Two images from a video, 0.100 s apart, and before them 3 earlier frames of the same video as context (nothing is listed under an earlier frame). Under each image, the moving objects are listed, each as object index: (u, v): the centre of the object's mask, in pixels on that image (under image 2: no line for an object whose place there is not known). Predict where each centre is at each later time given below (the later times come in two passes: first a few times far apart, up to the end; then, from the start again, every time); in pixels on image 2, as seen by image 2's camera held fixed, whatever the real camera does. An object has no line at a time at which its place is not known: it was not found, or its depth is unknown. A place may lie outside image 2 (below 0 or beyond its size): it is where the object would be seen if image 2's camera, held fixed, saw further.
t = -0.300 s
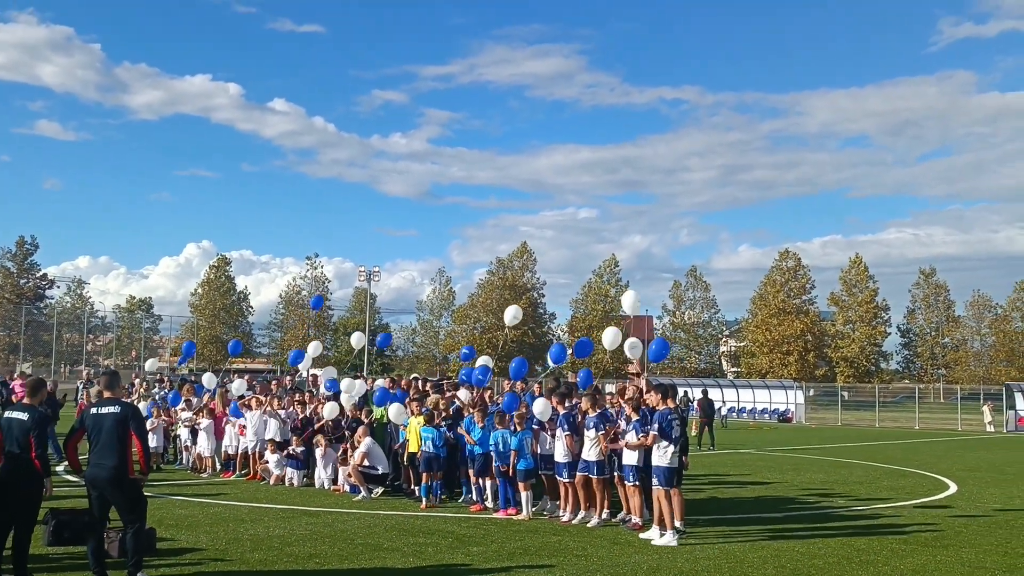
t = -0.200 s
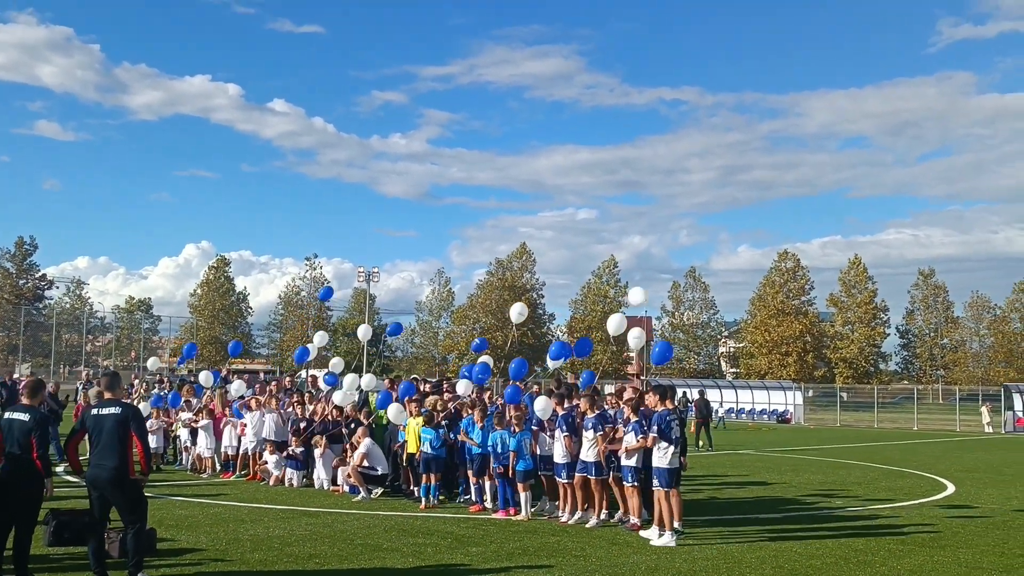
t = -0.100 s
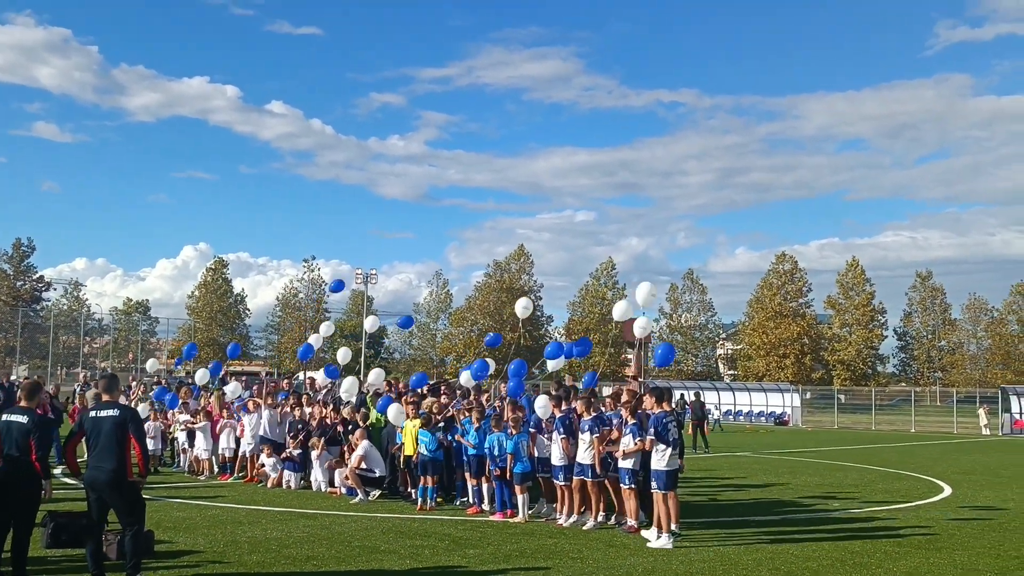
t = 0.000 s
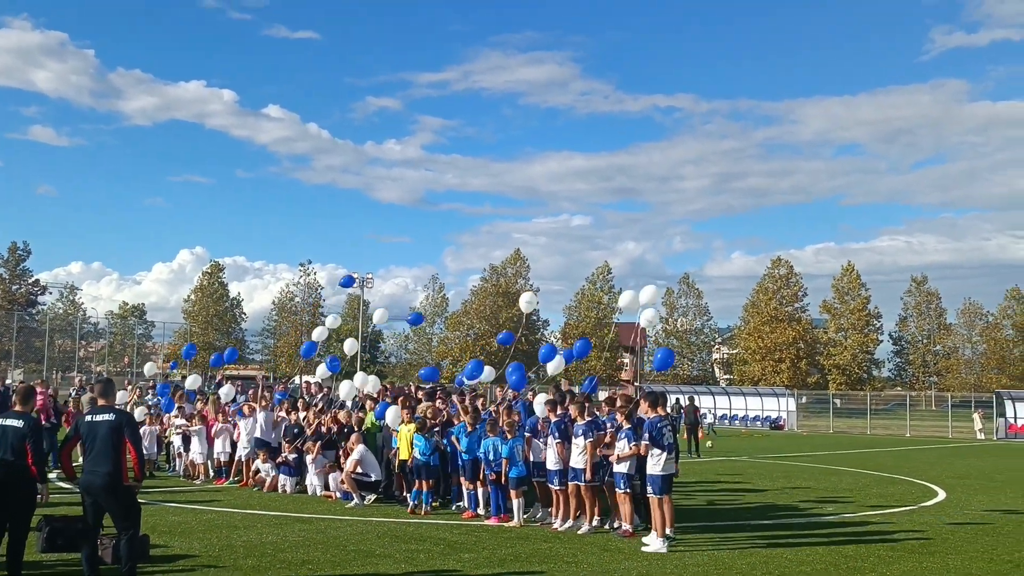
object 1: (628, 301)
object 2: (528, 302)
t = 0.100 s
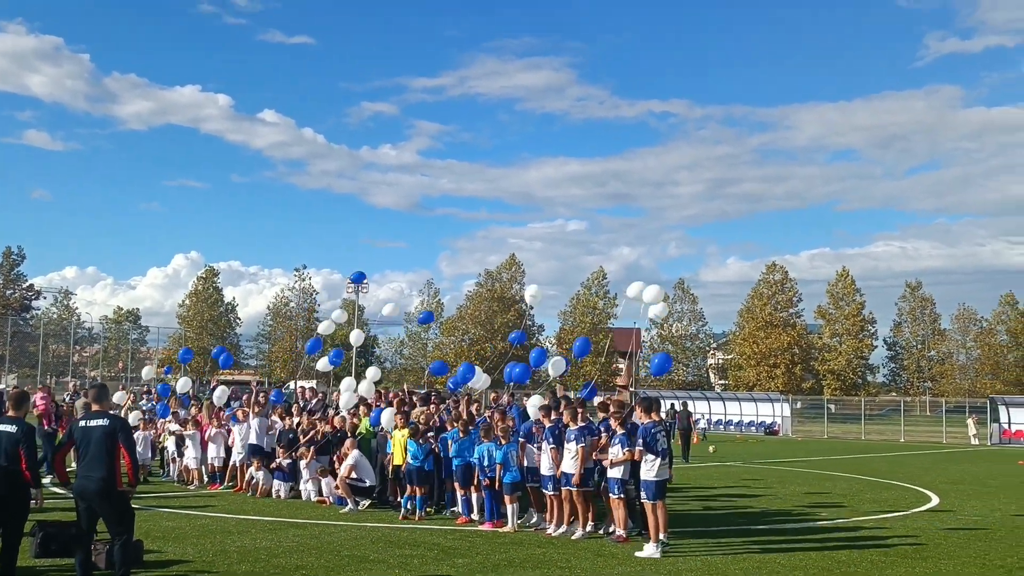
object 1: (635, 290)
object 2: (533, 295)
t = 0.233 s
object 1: (656, 271)
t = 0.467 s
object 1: (706, 247)
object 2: (597, 253)
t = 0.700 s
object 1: (752, 215)
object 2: (646, 227)
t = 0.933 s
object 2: (695, 198)
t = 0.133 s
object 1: (641, 285)
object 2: (538, 289)
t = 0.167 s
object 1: (646, 280)
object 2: (543, 285)
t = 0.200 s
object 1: (651, 276)
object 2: (548, 281)
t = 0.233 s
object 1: (656, 271)
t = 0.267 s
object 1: (662, 267)
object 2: (560, 273)
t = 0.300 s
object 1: (668, 262)
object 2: (566, 270)
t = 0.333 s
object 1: (681, 265)
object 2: (572, 267)
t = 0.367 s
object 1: (686, 261)
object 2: (577, 263)
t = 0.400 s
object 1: (697, 254)
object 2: (583, 259)
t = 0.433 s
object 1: (700, 250)
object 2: (590, 256)
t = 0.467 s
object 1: (706, 247)
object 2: (597, 253)
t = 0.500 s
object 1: (713, 244)
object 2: (603, 250)
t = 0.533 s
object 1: (718, 240)
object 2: (611, 246)
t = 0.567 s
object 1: (724, 234)
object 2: (617, 243)
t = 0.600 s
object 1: (731, 230)
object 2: (624, 239)
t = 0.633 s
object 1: (738, 225)
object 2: (632, 235)
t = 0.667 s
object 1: (745, 220)
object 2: (639, 231)
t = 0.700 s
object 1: (752, 215)
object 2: (646, 227)
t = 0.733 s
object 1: (759, 209)
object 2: (652, 223)
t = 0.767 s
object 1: (764, 203)
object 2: (660, 219)
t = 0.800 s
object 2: (667, 215)
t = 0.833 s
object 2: (674, 210)
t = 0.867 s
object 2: (681, 206)
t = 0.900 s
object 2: (688, 202)
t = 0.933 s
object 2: (695, 198)
